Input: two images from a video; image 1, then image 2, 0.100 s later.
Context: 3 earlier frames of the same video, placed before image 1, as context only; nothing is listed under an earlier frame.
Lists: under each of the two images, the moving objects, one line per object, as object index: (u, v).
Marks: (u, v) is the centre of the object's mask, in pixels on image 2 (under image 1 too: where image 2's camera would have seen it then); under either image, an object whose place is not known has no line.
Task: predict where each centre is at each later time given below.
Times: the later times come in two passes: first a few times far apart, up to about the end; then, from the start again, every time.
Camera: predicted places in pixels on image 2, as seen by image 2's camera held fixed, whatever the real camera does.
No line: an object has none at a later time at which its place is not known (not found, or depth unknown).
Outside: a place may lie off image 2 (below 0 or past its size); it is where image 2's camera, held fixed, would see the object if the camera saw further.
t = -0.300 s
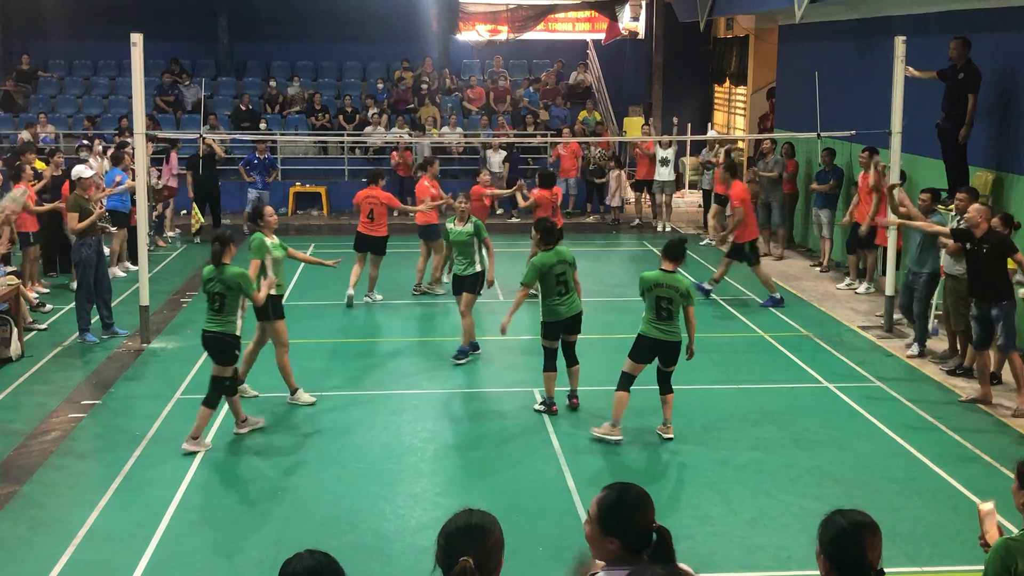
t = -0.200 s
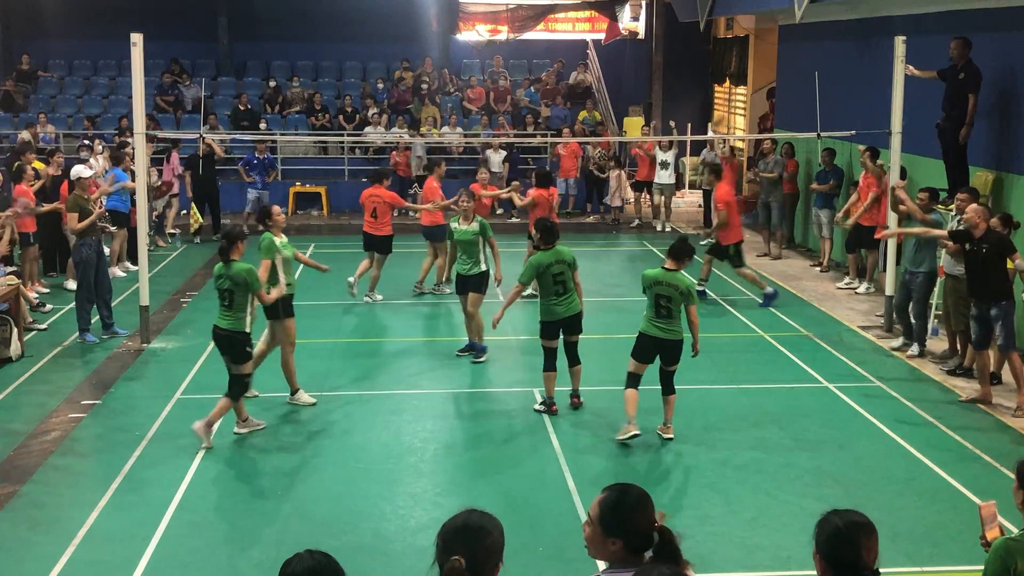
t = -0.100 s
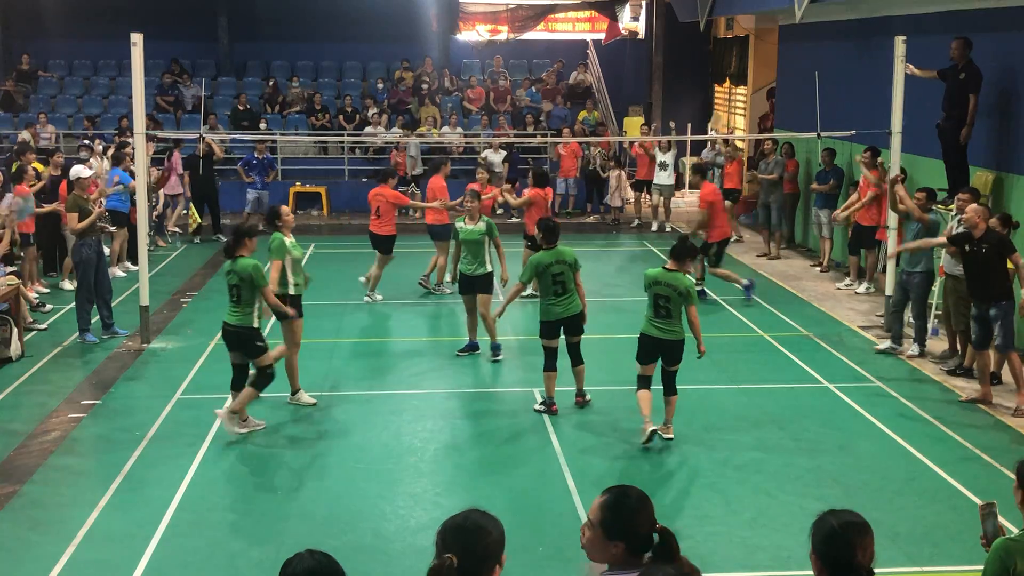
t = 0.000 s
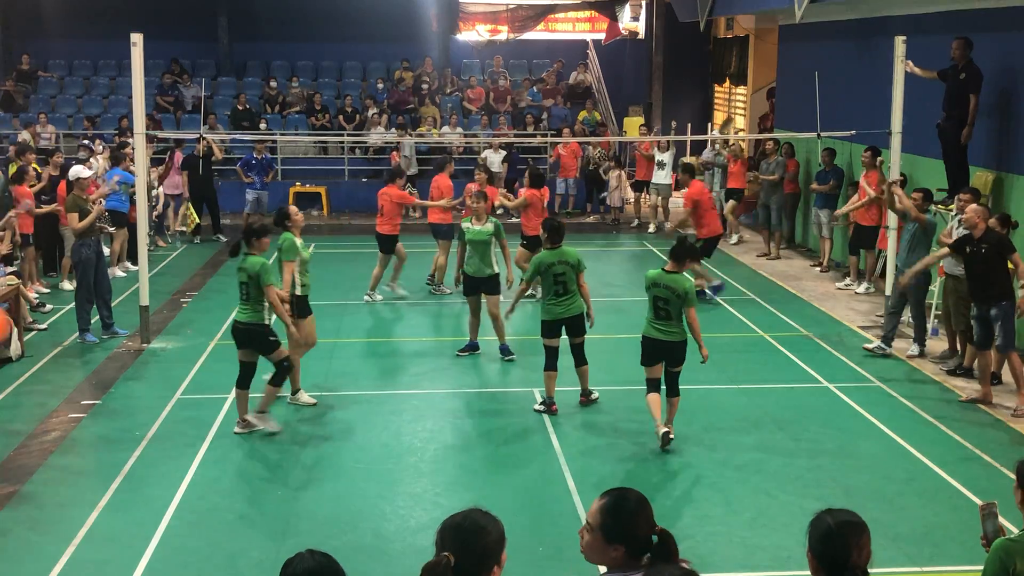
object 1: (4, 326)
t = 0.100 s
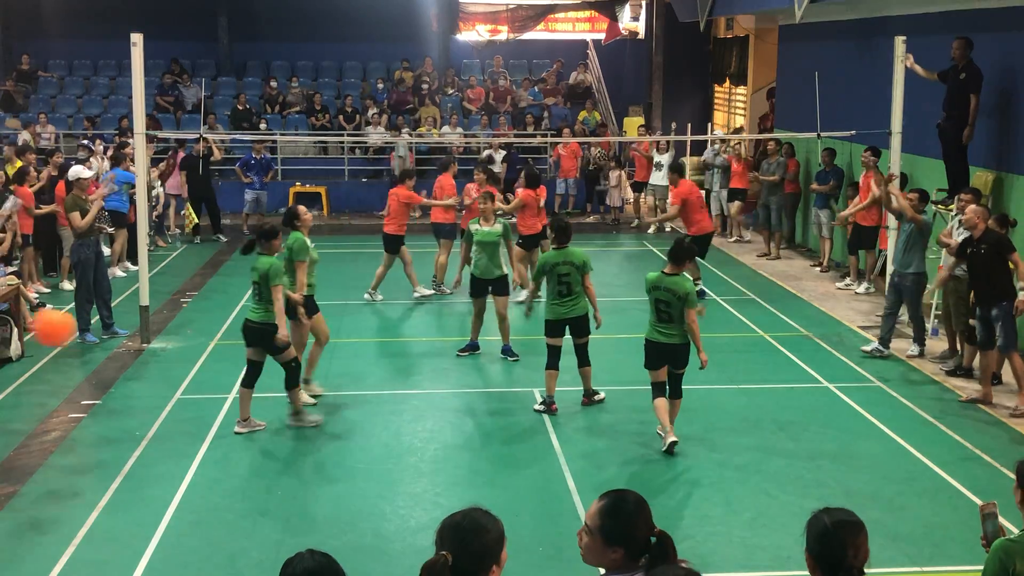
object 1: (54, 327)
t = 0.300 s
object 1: (160, 367)
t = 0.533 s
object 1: (222, 332)
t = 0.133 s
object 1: (72, 331)
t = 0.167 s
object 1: (92, 335)
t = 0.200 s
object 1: (111, 342)
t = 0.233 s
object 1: (128, 350)
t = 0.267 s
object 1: (144, 358)
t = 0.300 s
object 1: (160, 367)
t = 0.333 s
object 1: (175, 378)
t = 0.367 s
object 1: (189, 390)
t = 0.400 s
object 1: (201, 396)
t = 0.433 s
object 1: (207, 378)
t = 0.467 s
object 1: (212, 361)
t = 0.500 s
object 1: (217, 346)
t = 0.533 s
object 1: (222, 332)
